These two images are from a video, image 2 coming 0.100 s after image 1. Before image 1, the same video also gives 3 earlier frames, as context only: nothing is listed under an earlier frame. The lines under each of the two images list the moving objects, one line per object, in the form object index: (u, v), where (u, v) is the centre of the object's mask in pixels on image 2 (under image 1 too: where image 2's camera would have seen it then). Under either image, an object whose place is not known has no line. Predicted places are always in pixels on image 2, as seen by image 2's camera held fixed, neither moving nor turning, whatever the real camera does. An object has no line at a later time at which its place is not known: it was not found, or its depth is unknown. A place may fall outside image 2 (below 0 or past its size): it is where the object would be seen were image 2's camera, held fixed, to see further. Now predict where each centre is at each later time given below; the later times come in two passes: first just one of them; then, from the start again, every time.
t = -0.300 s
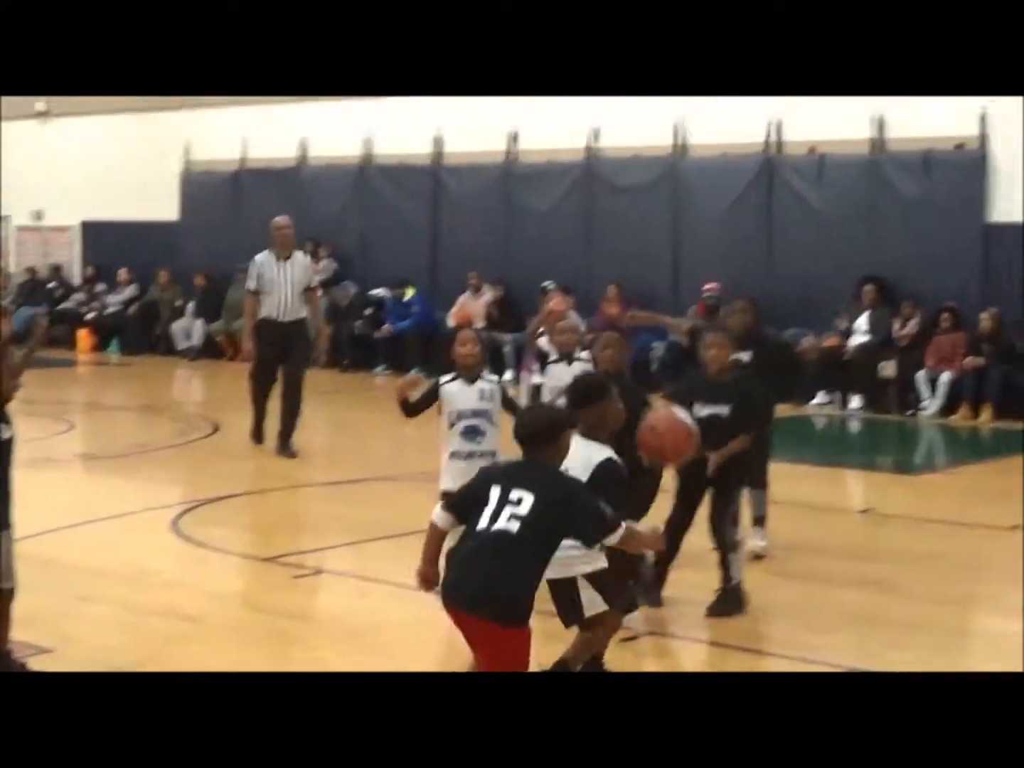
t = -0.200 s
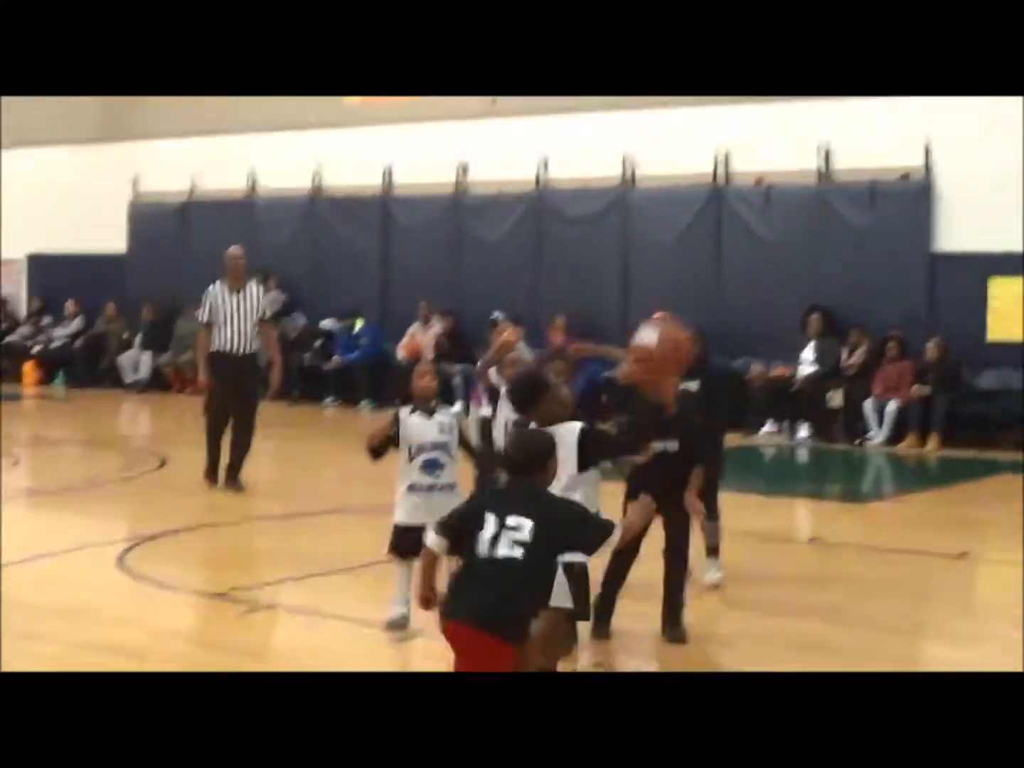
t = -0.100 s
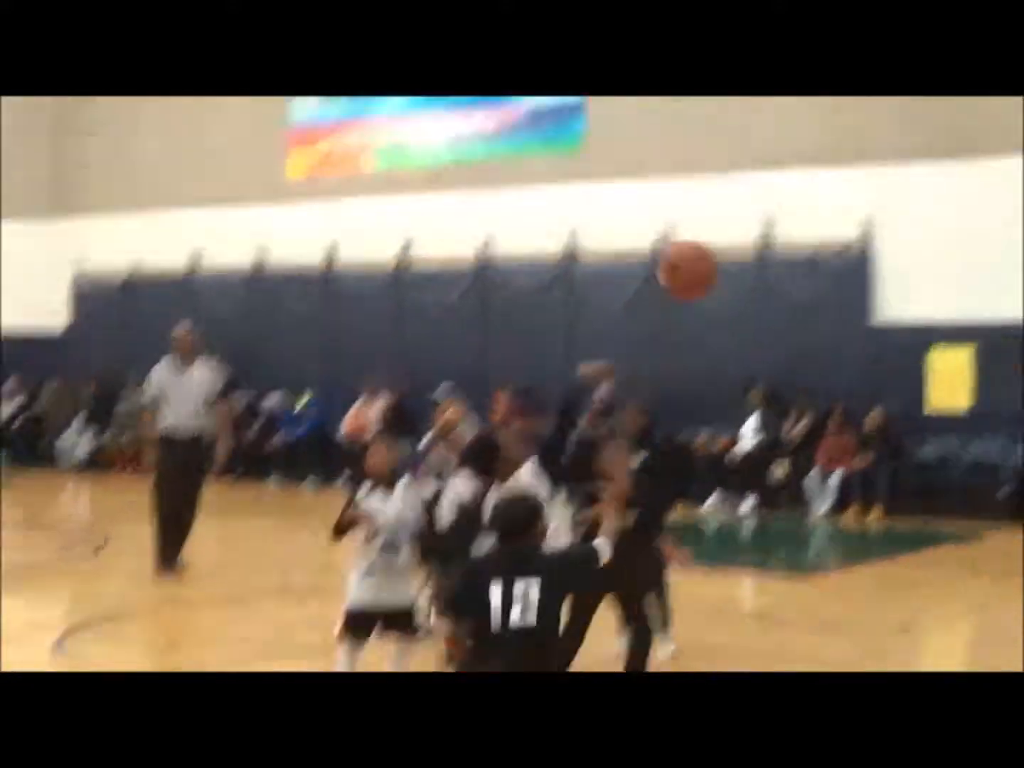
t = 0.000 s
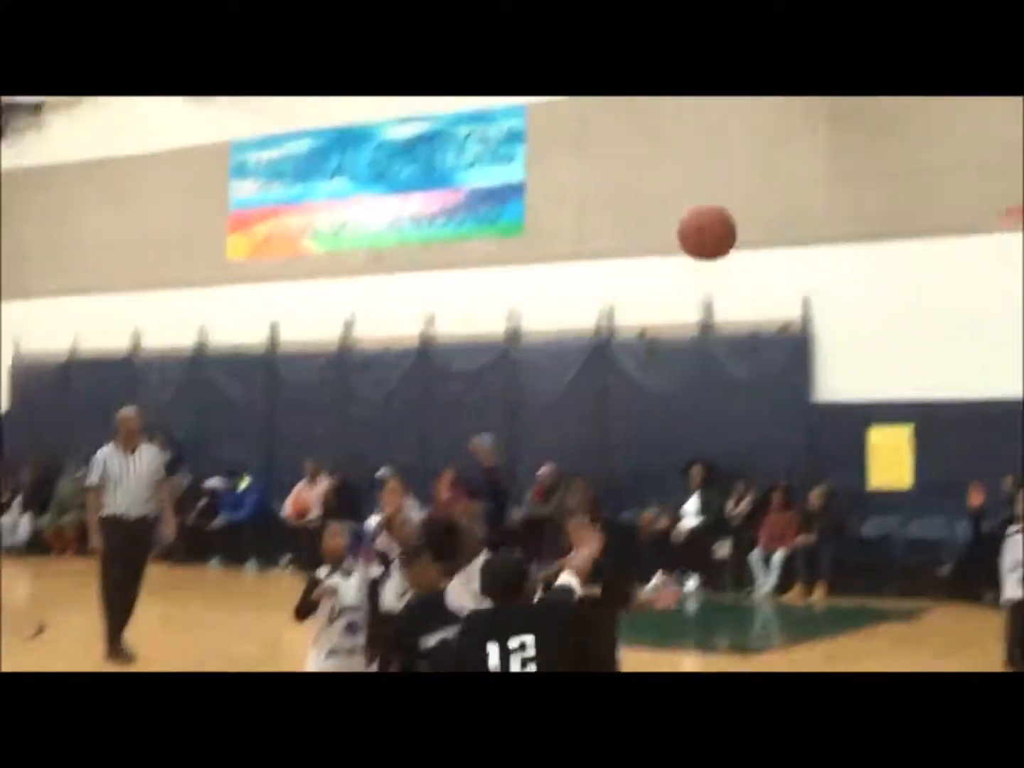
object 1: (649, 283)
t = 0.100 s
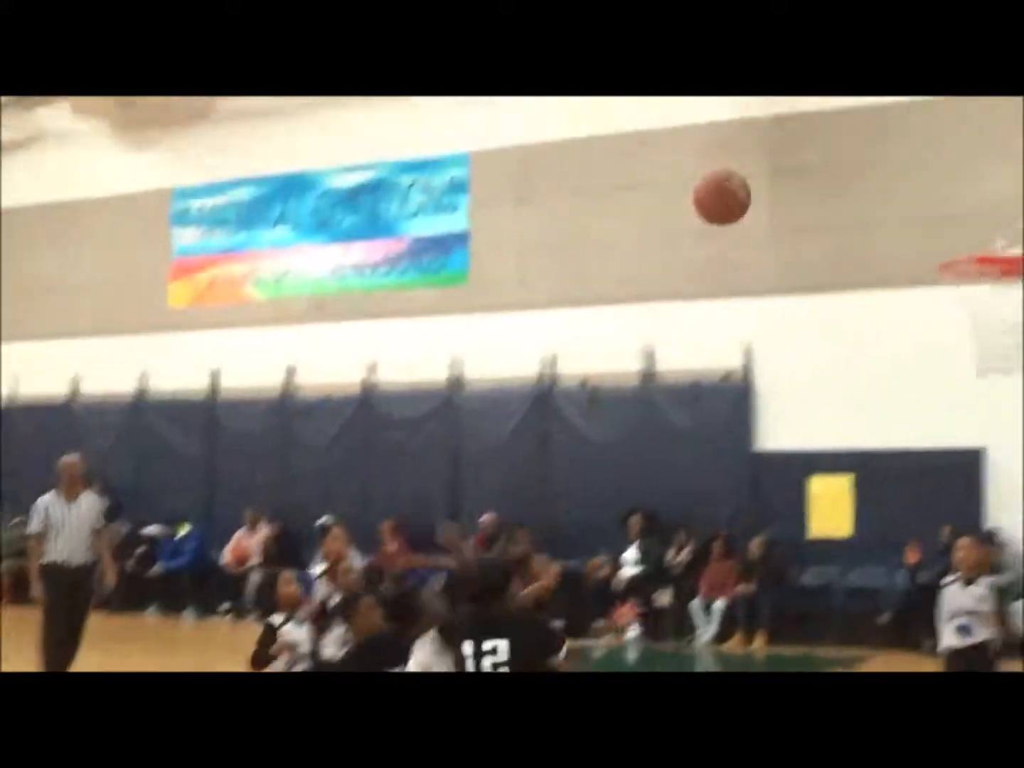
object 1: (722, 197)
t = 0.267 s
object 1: (835, 113)
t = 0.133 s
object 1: (745, 174)
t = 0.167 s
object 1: (768, 156)
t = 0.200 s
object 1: (790, 138)
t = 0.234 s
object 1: (813, 124)
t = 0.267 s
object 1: (835, 113)
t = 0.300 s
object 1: (858, 103)
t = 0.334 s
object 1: (878, 98)
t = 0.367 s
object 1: (899, 95)
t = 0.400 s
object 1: (920, 95)
